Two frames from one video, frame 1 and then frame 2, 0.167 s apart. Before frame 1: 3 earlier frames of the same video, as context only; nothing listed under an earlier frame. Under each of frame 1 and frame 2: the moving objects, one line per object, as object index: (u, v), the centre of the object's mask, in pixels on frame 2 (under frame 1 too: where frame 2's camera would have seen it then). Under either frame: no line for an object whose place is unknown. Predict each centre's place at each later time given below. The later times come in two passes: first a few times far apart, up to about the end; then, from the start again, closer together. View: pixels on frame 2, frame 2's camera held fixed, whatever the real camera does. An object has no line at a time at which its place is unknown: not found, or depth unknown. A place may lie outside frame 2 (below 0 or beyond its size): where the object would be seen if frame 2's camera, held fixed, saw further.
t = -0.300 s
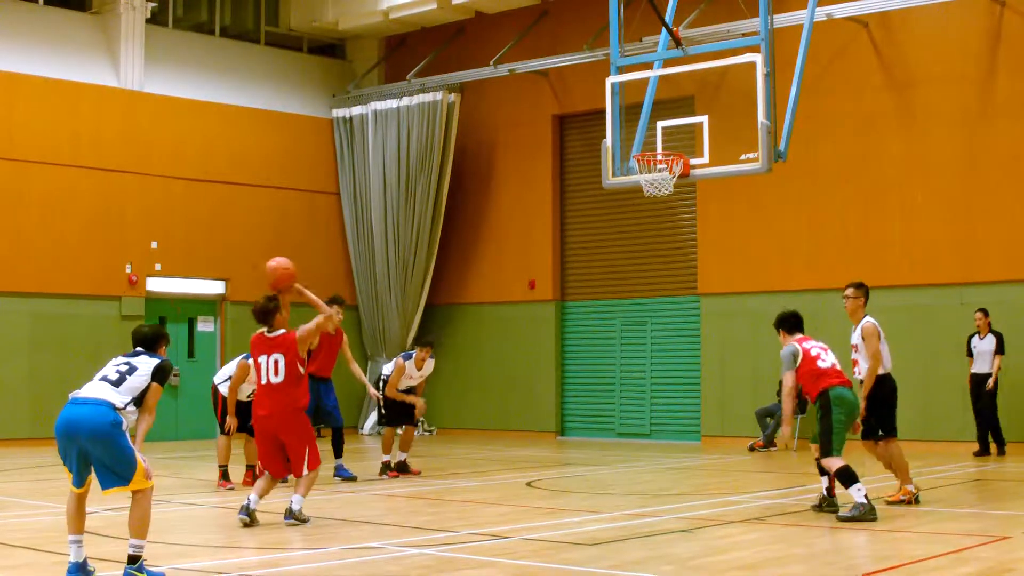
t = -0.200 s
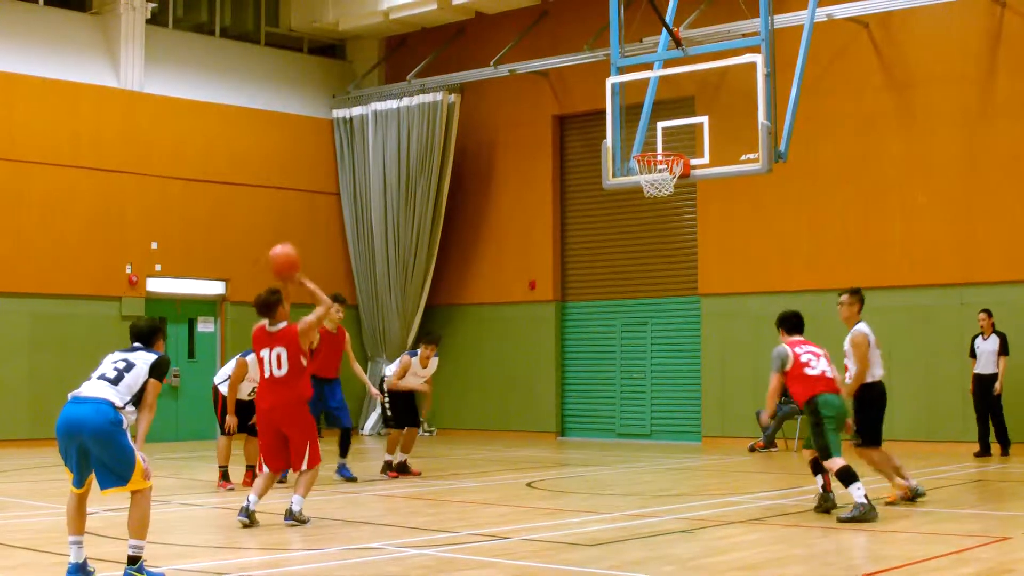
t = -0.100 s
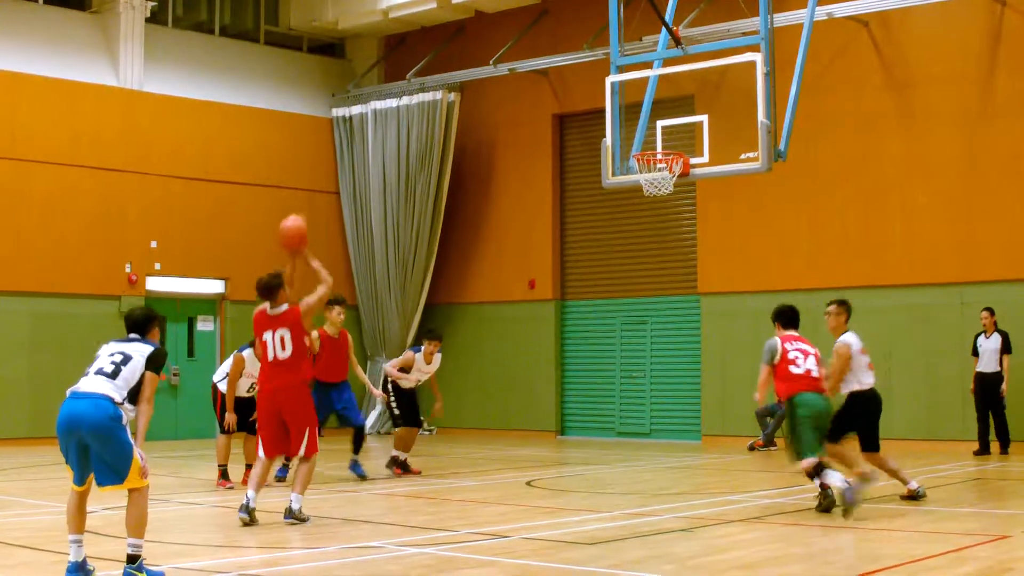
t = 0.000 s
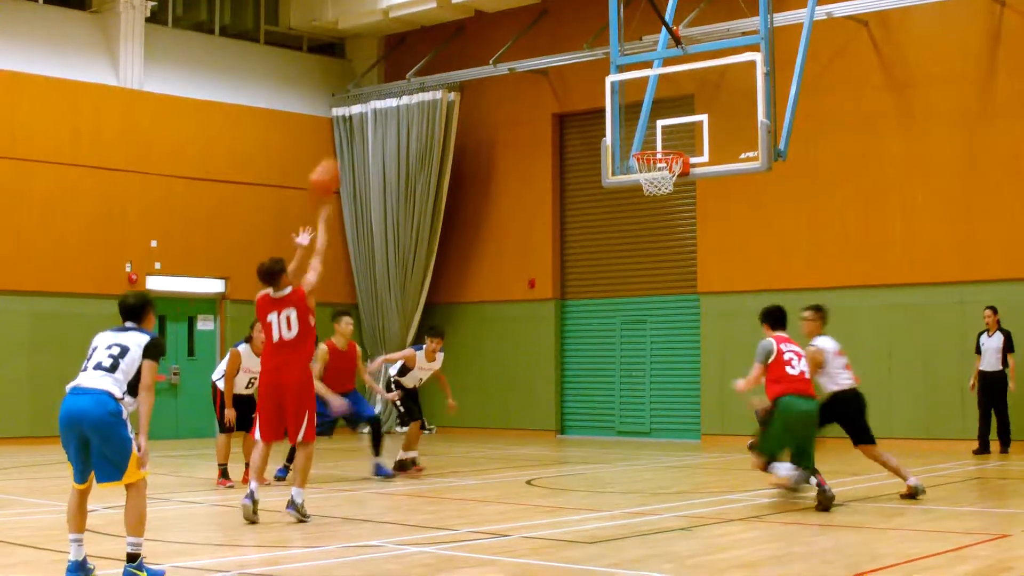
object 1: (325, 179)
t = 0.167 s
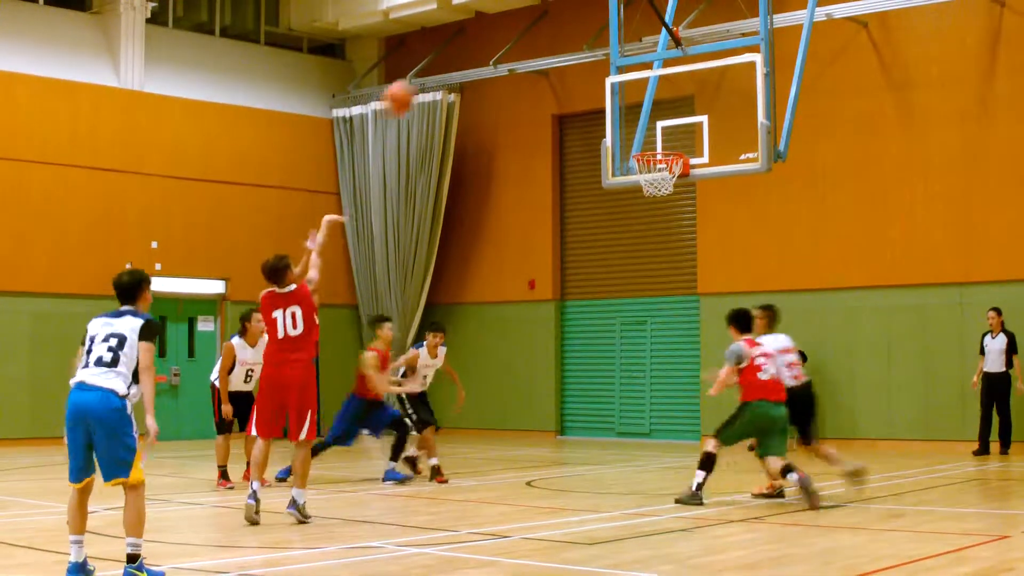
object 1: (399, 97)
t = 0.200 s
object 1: (412, 84)
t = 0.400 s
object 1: (490, 48)
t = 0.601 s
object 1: (559, 53)
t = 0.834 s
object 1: (631, 115)
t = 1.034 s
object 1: (673, 191)
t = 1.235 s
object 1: (686, 262)
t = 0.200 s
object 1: (412, 84)
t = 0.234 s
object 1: (426, 75)
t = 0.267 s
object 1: (439, 67)
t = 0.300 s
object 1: (452, 59)
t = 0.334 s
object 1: (464, 54)
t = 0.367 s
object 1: (477, 51)
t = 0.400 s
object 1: (490, 48)
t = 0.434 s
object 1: (502, 46)
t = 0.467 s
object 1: (514, 46)
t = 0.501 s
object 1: (524, 46)
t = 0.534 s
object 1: (536, 47)
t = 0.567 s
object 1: (547, 50)
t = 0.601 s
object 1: (559, 53)
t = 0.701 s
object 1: (592, 73)
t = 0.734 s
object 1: (601, 81)
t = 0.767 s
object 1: (611, 92)
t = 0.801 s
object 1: (623, 104)
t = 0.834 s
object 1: (631, 115)
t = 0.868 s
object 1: (640, 128)
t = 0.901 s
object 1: (650, 141)
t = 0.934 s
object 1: (657, 147)
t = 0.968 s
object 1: (668, 175)
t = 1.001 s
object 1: (671, 182)
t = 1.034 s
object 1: (673, 191)
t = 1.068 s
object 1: (675, 200)
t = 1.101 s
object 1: (677, 211)
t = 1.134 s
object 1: (679, 223)
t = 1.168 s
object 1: (680, 235)
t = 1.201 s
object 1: (682, 250)
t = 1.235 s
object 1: (686, 262)
